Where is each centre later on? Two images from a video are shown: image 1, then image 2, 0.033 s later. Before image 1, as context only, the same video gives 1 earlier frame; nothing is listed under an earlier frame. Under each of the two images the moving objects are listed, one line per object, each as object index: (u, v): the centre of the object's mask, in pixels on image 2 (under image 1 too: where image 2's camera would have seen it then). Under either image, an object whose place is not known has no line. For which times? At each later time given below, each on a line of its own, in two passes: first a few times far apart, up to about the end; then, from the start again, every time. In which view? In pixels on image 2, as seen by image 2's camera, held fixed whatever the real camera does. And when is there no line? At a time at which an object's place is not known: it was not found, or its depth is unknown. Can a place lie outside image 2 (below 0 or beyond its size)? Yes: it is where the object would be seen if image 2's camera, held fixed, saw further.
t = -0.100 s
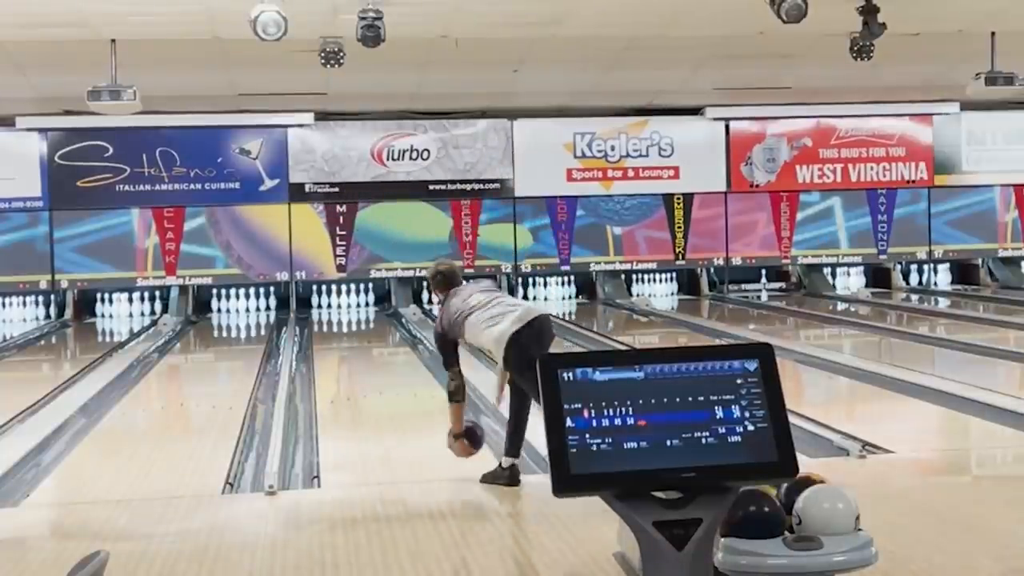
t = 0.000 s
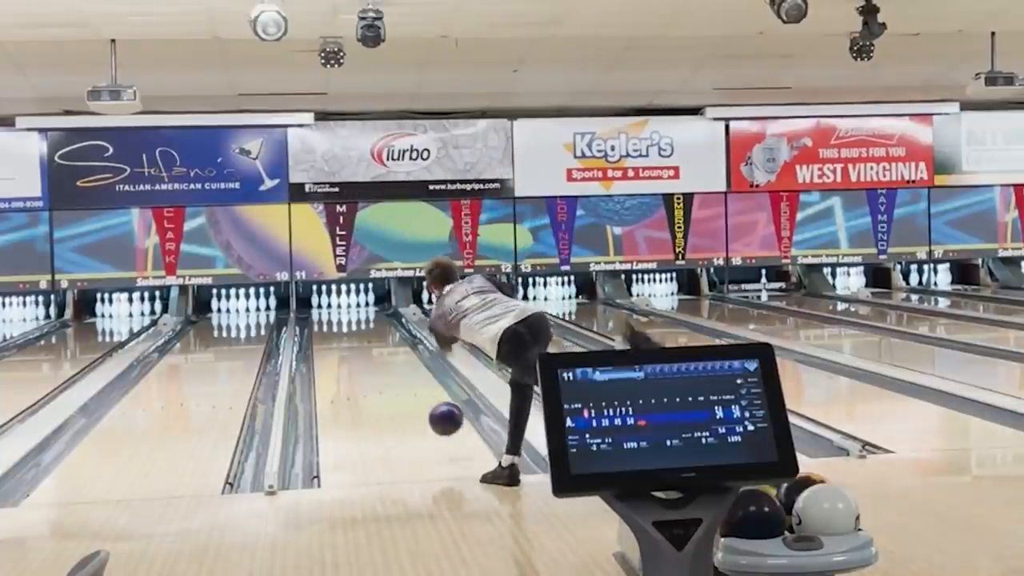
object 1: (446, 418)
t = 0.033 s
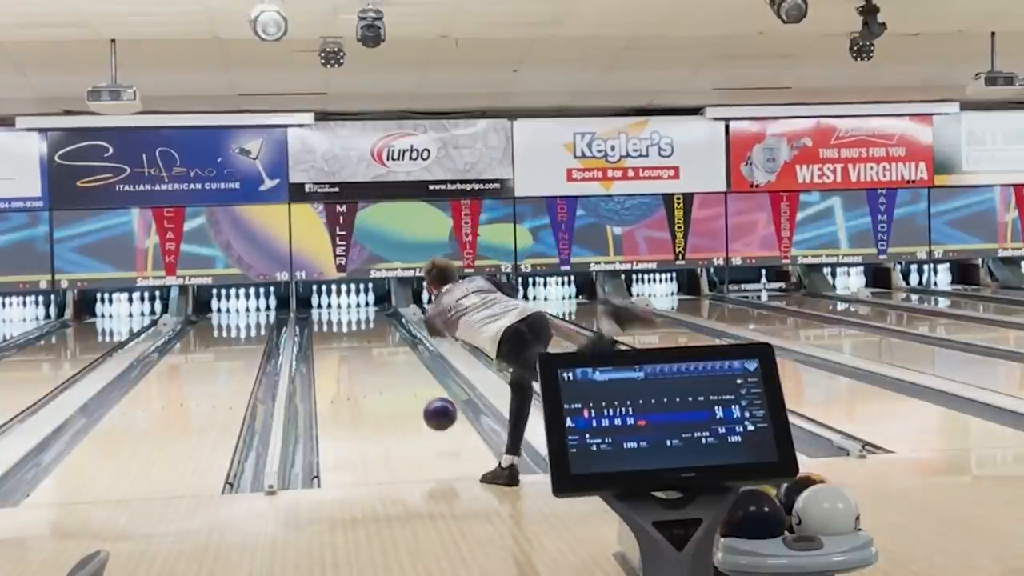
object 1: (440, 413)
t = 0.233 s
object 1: (411, 408)
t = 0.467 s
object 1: (384, 384)
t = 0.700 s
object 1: (365, 366)
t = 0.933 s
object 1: (350, 352)
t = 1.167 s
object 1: (339, 340)
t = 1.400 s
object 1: (330, 330)
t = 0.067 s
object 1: (434, 410)
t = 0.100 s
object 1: (429, 409)
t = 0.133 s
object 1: (424, 410)
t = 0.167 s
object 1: (420, 412)
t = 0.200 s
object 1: (415, 413)
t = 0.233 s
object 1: (411, 408)
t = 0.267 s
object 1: (406, 404)
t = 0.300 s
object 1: (402, 401)
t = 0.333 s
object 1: (398, 397)
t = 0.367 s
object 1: (395, 394)
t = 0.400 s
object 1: (391, 390)
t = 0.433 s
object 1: (388, 387)
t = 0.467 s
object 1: (384, 384)
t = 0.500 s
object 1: (381, 381)
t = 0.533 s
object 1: (378, 378)
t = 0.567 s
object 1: (375, 376)
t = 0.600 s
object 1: (373, 373)
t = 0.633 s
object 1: (370, 371)
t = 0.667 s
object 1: (367, 369)
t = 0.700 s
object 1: (365, 366)
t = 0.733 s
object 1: (363, 364)
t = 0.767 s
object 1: (360, 362)
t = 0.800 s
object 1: (358, 360)
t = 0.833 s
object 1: (356, 358)
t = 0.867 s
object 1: (354, 356)
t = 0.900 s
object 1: (352, 354)
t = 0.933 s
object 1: (350, 352)
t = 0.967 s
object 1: (348, 350)
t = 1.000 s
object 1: (346, 348)
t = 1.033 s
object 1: (345, 346)
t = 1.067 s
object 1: (343, 344)
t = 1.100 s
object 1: (342, 343)
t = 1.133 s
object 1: (340, 341)
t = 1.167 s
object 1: (339, 340)
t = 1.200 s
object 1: (337, 338)
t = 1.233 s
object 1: (336, 337)
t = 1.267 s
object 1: (335, 335)
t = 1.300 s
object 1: (334, 334)
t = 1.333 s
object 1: (332, 333)
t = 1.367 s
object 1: (332, 331)
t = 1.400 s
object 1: (330, 330)
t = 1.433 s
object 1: (329, 329)
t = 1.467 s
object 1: (329, 328)
